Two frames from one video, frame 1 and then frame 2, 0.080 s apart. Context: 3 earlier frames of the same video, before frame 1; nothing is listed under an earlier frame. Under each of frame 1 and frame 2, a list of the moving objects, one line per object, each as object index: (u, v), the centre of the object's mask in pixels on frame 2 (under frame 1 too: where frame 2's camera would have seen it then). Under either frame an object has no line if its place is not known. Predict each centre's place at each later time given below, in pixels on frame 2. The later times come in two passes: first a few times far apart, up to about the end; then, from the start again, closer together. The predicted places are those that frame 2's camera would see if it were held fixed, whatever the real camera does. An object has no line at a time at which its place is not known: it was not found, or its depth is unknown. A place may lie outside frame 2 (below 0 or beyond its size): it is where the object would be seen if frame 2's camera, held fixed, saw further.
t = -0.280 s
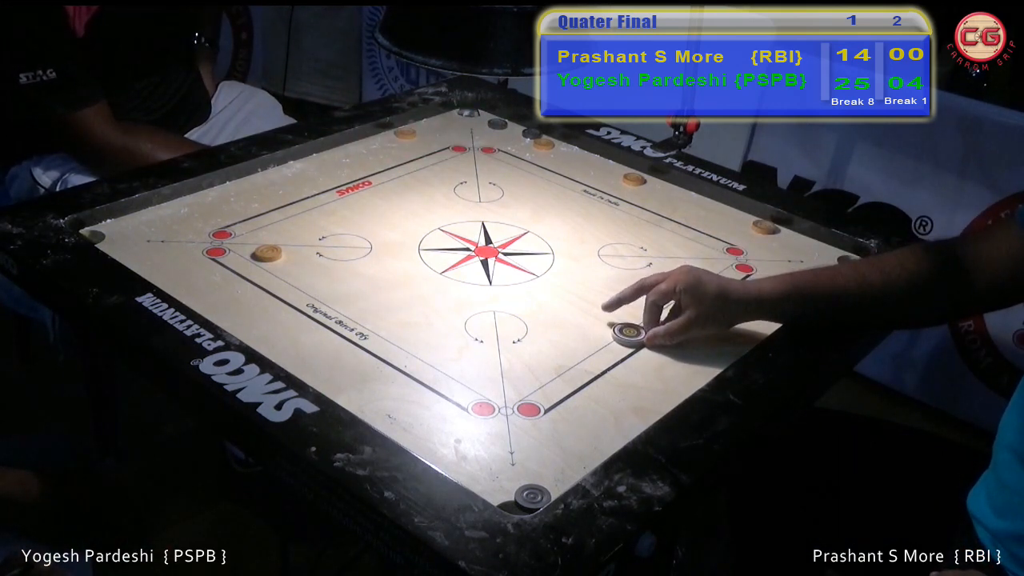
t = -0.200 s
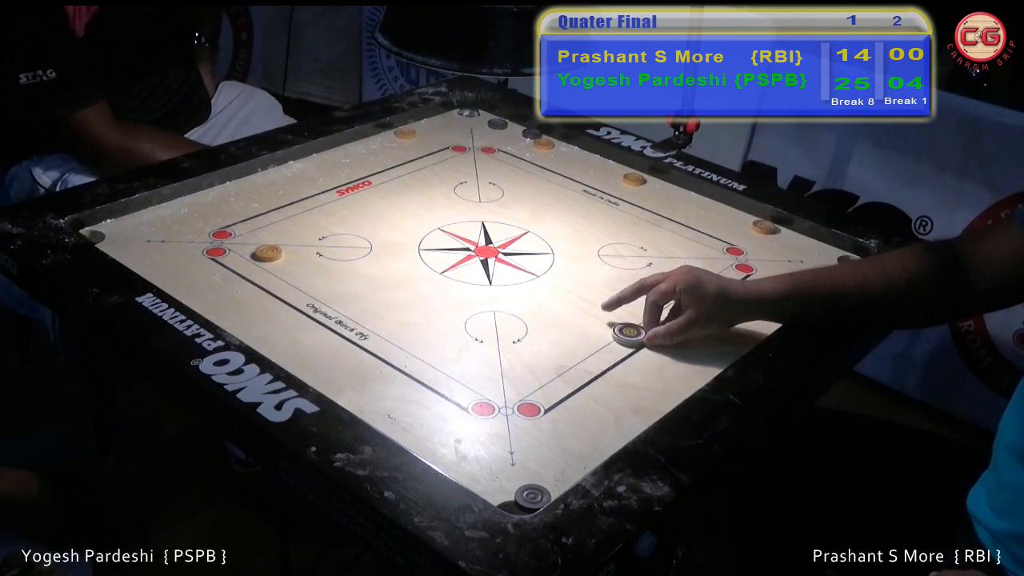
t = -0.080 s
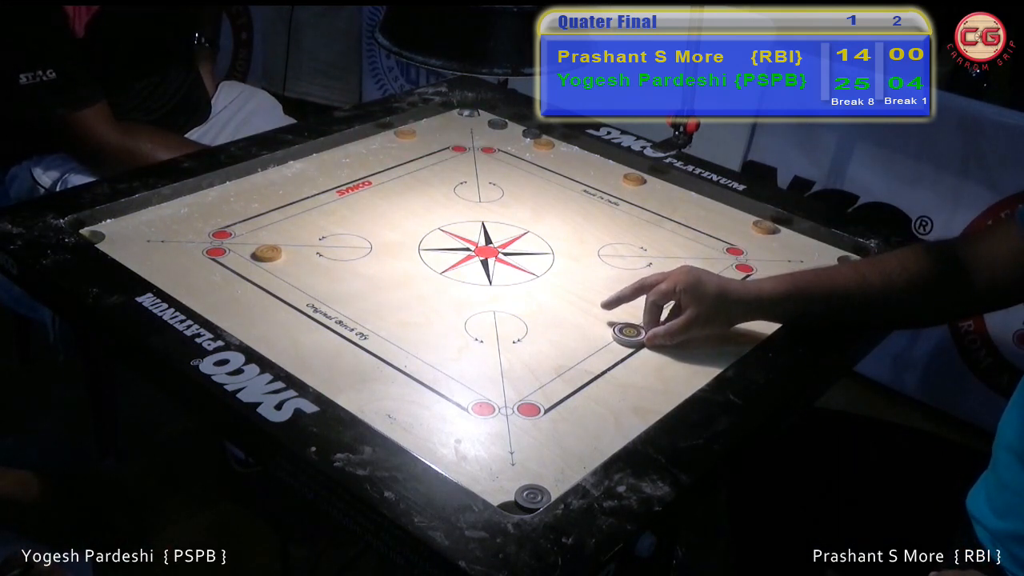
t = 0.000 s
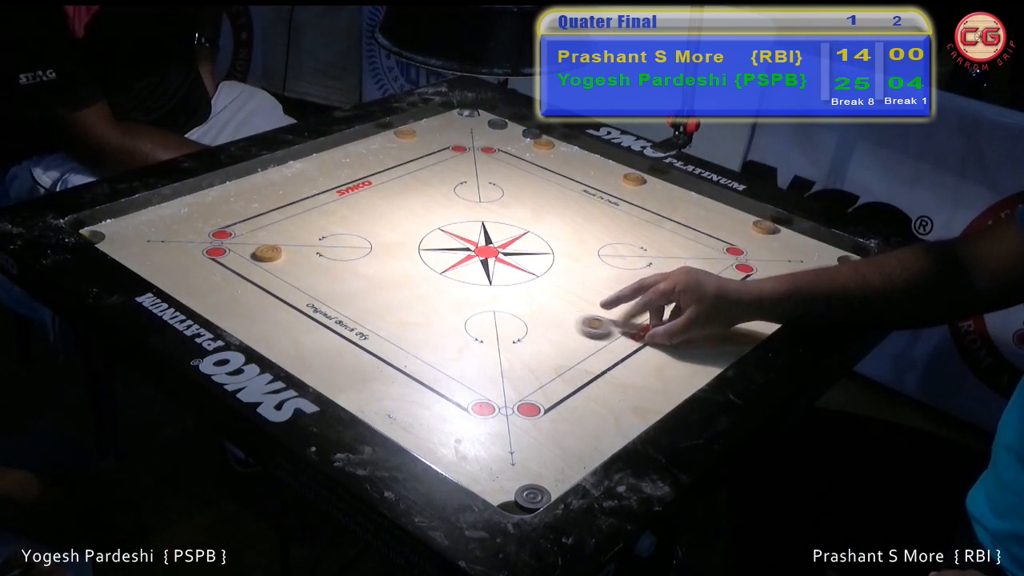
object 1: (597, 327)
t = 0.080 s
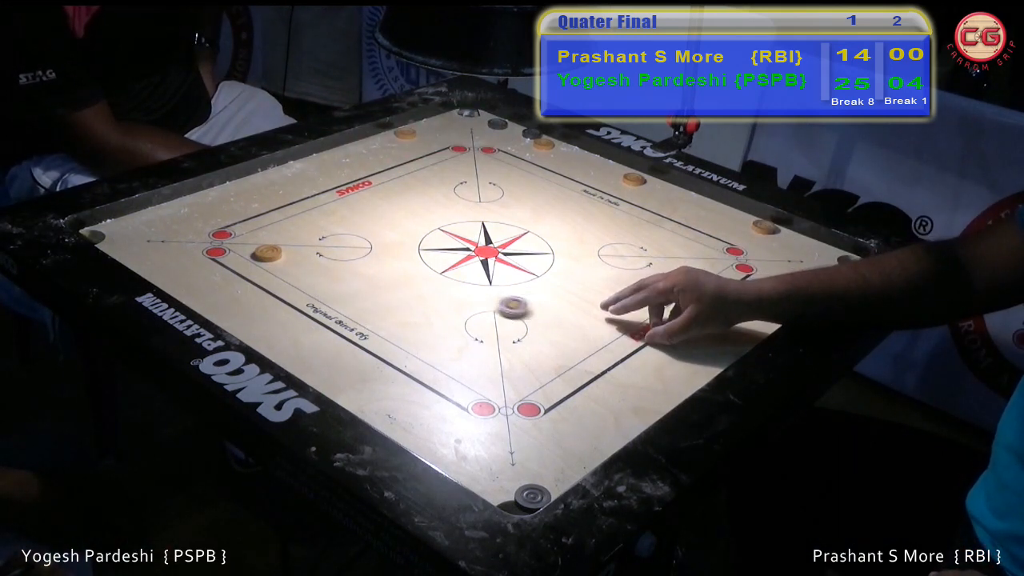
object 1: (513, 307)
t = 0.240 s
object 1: (376, 274)
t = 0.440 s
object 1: (275, 246)
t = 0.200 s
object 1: (407, 281)
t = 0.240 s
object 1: (376, 274)
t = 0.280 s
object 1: (348, 267)
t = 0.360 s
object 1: (297, 254)
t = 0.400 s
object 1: (285, 250)
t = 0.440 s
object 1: (275, 246)
